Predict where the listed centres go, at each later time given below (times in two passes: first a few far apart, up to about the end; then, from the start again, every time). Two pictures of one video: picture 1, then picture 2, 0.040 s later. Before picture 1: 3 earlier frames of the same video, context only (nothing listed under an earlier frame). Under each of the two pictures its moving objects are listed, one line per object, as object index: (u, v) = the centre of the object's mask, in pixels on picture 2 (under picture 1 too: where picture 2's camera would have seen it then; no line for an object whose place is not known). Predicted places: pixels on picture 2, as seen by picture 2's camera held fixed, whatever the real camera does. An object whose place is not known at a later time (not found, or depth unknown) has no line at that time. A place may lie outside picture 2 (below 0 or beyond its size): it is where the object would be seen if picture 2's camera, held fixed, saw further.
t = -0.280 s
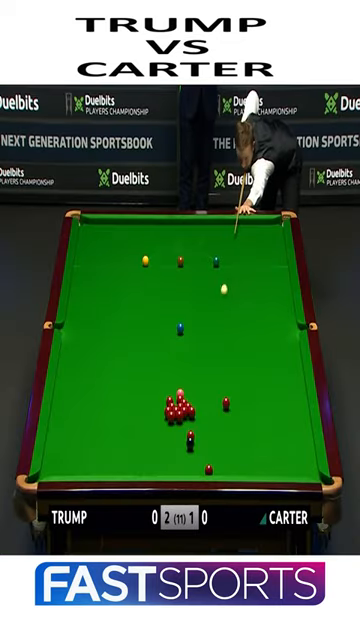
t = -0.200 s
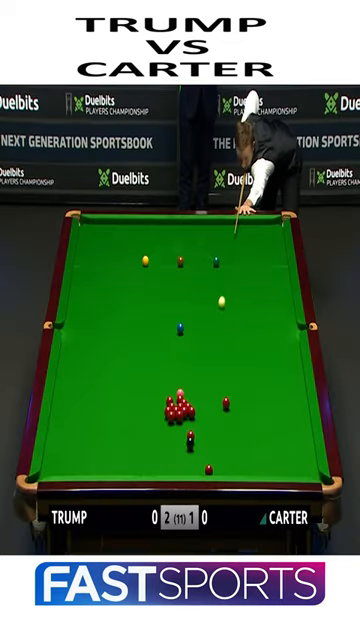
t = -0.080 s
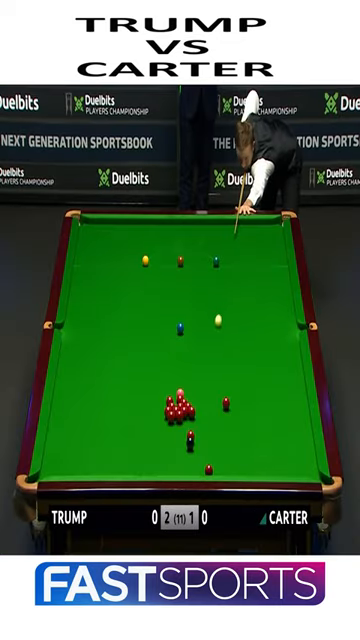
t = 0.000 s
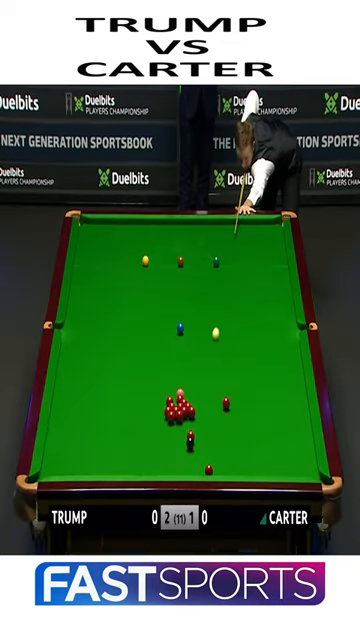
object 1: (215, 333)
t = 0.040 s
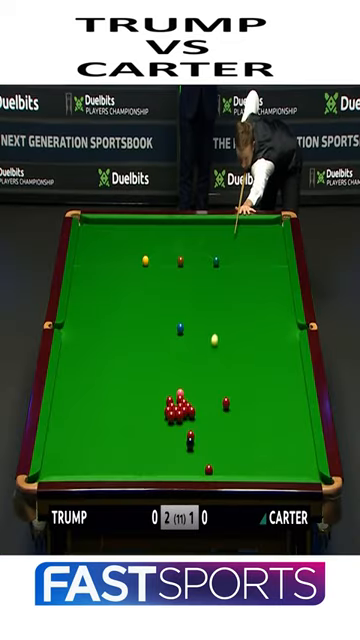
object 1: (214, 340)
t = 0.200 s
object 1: (209, 367)
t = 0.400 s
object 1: (202, 404)
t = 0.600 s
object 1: (204, 440)
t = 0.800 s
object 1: (226, 467)
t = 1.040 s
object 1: (243, 452)
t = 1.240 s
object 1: (256, 436)
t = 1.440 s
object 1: (268, 420)
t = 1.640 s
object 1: (280, 405)
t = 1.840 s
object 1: (291, 392)
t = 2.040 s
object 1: (301, 379)
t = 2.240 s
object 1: (292, 367)
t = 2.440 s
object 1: (285, 357)
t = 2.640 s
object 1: (278, 346)
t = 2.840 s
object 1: (271, 337)
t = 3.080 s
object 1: (264, 326)
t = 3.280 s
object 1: (258, 317)
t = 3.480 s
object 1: (252, 308)
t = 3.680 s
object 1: (247, 300)
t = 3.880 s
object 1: (241, 293)
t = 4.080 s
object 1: (236, 286)
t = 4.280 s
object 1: (232, 279)
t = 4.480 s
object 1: (227, 272)
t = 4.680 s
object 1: (223, 266)
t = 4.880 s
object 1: (222, 261)
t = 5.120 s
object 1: (224, 258)
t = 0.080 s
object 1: (213, 347)
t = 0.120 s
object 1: (212, 353)
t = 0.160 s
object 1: (210, 360)
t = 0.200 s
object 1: (209, 367)
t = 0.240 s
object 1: (208, 375)
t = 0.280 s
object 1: (206, 382)
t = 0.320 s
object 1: (205, 389)
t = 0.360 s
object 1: (203, 396)
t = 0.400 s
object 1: (202, 404)
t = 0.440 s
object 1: (201, 412)
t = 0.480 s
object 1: (199, 420)
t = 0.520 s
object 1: (198, 428)
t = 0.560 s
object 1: (198, 435)
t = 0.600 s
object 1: (204, 440)
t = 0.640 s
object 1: (209, 445)
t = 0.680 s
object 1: (213, 451)
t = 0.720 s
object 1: (218, 456)
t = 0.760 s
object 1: (222, 462)
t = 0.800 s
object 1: (226, 467)
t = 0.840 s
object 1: (230, 472)
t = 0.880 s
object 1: (232, 469)
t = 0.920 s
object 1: (235, 466)
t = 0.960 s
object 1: (238, 461)
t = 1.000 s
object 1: (240, 457)
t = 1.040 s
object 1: (243, 452)
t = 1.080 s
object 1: (246, 449)
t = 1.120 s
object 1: (248, 446)
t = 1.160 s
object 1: (251, 442)
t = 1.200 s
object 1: (253, 439)
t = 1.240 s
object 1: (256, 436)
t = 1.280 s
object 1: (258, 432)
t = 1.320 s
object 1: (261, 429)
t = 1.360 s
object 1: (263, 426)
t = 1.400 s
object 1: (266, 423)
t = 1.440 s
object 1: (268, 420)
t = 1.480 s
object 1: (270, 417)
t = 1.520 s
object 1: (272, 414)
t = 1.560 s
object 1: (275, 411)
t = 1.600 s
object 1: (277, 408)
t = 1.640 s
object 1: (280, 405)
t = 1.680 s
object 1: (282, 403)
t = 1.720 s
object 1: (284, 400)
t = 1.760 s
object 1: (286, 397)
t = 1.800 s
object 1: (288, 395)
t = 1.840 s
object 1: (291, 392)
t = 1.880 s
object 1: (293, 389)
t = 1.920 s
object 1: (295, 387)
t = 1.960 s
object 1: (297, 384)
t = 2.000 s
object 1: (299, 381)
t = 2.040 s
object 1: (301, 379)
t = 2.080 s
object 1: (299, 376)
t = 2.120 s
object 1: (297, 374)
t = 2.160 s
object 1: (295, 372)
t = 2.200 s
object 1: (294, 370)
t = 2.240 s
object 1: (292, 367)
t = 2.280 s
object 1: (291, 365)
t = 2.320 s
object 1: (289, 363)
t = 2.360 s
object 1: (288, 361)
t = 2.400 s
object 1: (287, 359)
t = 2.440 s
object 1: (285, 357)
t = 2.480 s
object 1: (284, 355)
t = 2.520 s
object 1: (282, 352)
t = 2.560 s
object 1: (281, 350)
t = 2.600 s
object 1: (280, 348)
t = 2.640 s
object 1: (278, 346)
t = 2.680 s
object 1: (277, 344)
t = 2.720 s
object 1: (275, 342)
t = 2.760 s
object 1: (274, 340)
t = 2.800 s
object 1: (273, 338)
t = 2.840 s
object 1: (271, 337)
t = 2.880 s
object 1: (270, 335)
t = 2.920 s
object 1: (269, 333)
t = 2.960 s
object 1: (267, 331)
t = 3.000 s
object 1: (266, 329)
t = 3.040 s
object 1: (265, 327)
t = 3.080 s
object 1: (264, 326)
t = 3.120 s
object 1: (262, 324)
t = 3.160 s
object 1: (261, 322)
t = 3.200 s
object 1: (260, 320)
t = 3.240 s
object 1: (259, 319)
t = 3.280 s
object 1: (258, 317)
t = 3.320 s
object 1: (257, 315)
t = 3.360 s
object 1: (256, 313)
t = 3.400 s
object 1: (254, 312)
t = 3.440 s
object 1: (253, 310)
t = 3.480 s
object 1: (252, 308)
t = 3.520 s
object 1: (251, 307)
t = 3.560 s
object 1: (250, 305)
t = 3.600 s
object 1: (249, 303)
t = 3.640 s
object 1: (248, 302)
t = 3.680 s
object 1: (247, 300)
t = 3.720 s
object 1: (246, 299)
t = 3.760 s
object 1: (245, 297)
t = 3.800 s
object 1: (243, 296)
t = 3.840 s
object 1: (242, 294)
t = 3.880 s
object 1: (241, 293)
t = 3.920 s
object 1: (240, 292)
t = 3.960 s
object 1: (239, 290)
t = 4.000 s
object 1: (238, 289)
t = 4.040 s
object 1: (238, 287)
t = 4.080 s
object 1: (236, 286)
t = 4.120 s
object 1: (236, 284)
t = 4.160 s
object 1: (235, 283)
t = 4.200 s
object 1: (234, 282)
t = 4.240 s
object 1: (233, 280)
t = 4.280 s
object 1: (232, 279)
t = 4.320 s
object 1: (231, 278)
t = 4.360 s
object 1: (230, 276)
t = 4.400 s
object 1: (229, 275)
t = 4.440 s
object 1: (228, 274)
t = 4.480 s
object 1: (227, 272)
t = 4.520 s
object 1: (227, 271)
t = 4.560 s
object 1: (226, 270)
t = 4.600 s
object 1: (225, 269)
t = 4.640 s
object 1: (224, 267)
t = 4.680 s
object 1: (223, 266)
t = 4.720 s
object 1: (222, 265)
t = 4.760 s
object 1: (221, 264)
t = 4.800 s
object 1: (221, 263)
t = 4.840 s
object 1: (221, 262)
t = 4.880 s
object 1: (222, 261)
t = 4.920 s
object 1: (222, 261)
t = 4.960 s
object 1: (223, 260)
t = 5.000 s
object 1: (223, 260)
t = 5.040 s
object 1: (223, 259)
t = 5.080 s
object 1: (224, 258)
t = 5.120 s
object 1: (224, 258)
